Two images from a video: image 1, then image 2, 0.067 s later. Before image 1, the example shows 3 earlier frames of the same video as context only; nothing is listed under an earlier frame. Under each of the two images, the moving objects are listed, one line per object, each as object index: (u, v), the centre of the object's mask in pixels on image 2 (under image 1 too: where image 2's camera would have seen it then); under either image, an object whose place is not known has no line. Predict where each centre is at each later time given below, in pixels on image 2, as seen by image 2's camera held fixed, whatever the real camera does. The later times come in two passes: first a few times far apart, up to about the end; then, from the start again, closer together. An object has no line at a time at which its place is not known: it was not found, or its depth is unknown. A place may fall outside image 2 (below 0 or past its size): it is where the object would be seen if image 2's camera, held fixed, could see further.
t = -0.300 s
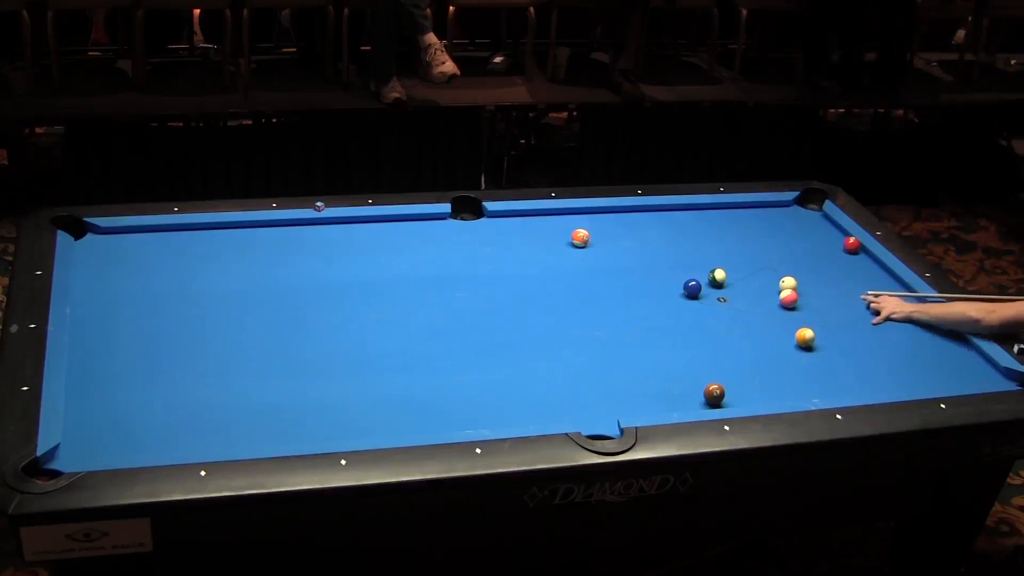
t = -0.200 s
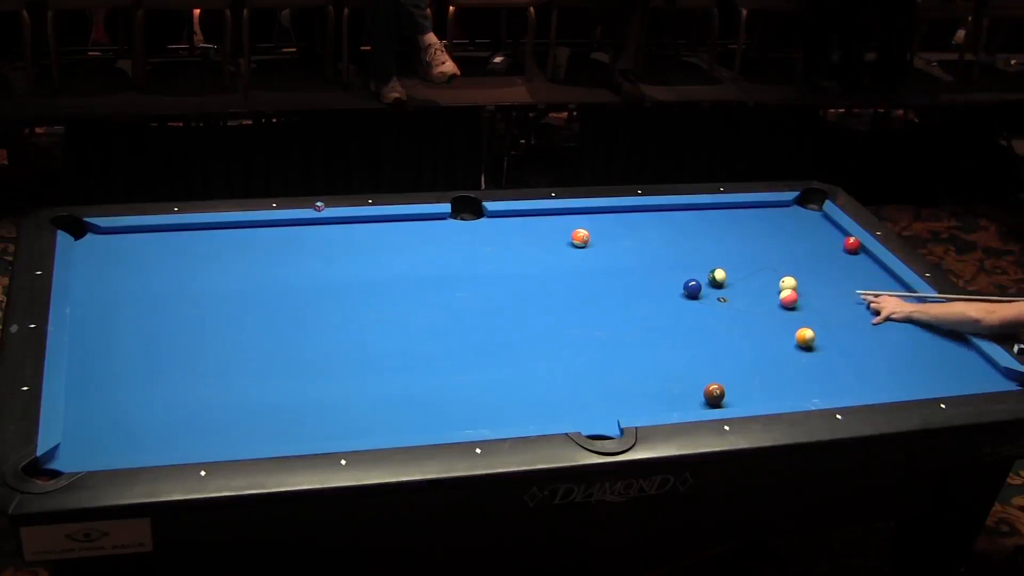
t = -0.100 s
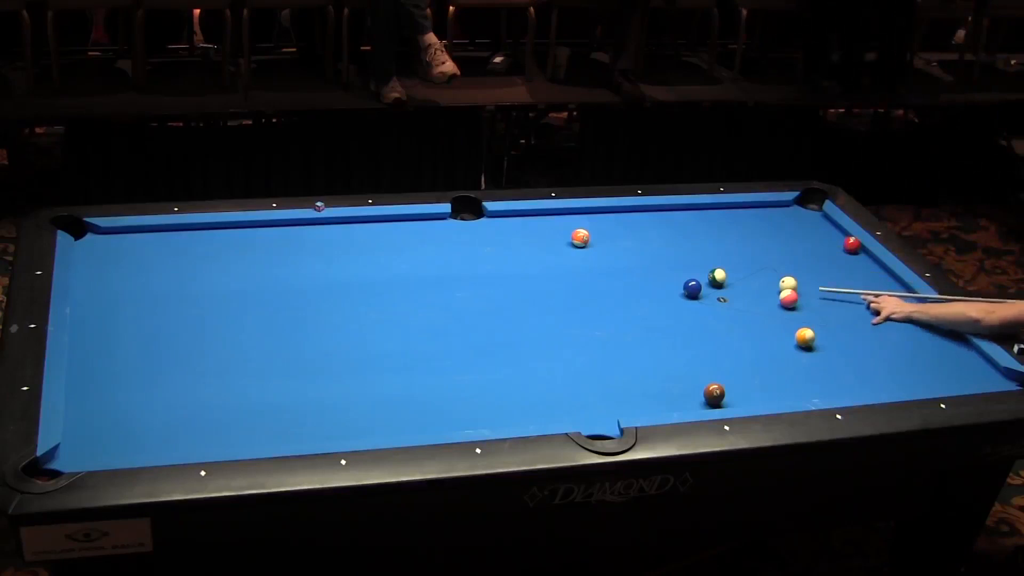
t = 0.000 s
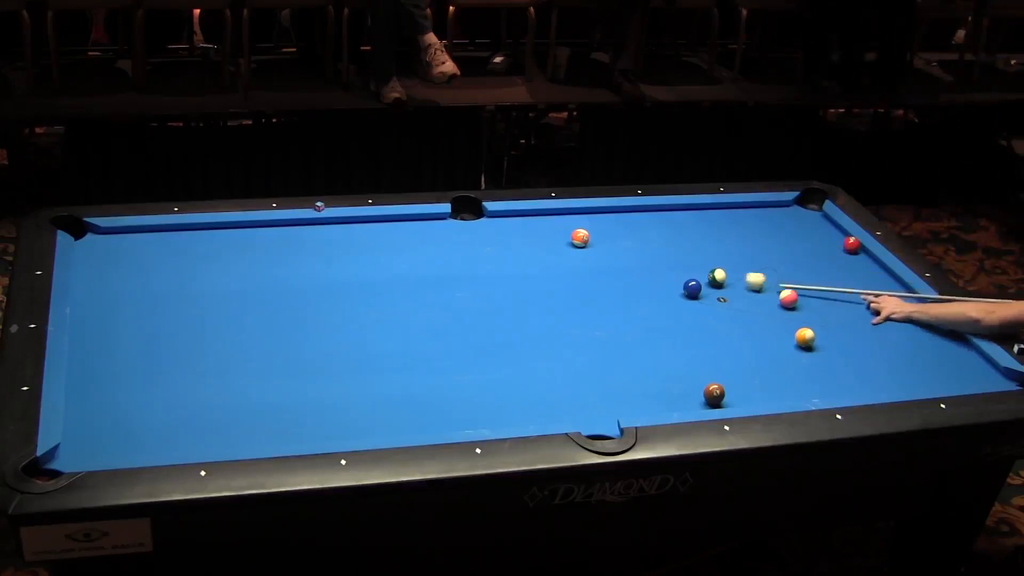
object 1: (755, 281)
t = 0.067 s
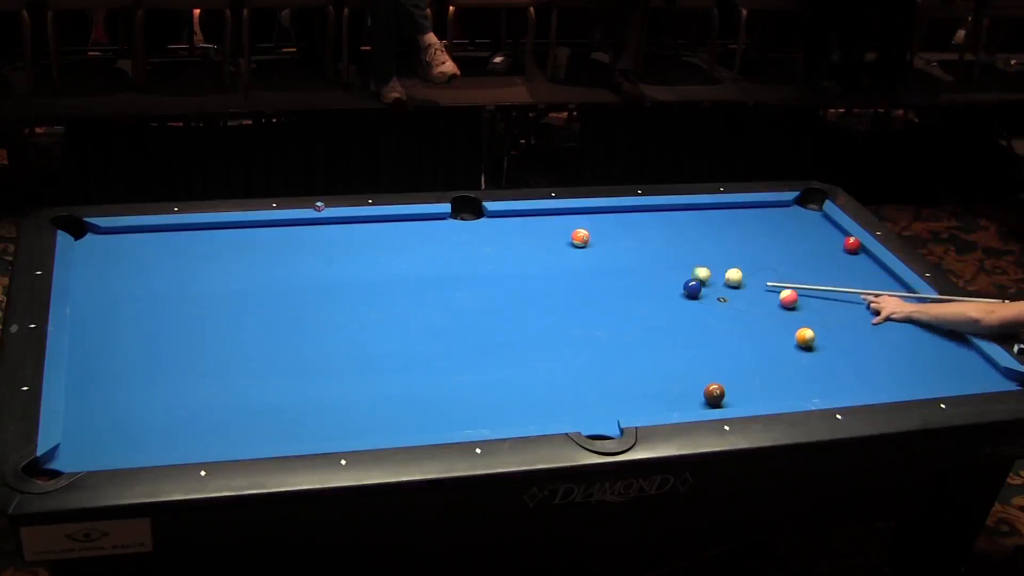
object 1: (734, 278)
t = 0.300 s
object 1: (729, 272)
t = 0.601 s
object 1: (724, 265)
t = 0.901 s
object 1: (720, 260)
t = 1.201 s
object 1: (717, 256)
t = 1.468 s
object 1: (714, 253)
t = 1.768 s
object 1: (711, 251)
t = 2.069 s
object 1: (709, 249)
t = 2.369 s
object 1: (709, 248)
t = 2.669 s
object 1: (709, 248)
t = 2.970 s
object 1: (709, 248)
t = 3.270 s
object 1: (709, 248)
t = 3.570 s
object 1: (709, 248)
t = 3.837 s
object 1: (709, 248)
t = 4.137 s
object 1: (709, 248)
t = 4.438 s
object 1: (709, 248)
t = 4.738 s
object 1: (709, 248)
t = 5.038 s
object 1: (709, 248)
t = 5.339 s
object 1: (709, 248)
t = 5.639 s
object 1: (709, 248)
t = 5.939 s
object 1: (709, 248)
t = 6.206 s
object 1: (709, 248)
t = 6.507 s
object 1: (709, 248)
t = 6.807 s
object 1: (709, 248)
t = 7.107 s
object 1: (709, 248)
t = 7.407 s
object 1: (709, 248)
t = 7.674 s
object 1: (709, 248)
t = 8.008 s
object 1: (709, 248)
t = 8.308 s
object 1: (709, 248)
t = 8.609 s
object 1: (709, 248)
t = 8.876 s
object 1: (709, 248)
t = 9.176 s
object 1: (709, 248)
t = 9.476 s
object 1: (709, 248)
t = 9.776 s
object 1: (709, 248)
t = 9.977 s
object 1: (709, 248)
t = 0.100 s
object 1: (733, 277)
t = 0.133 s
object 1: (732, 276)
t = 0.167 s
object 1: (732, 275)
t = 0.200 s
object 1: (731, 274)
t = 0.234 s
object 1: (731, 274)
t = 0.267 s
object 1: (730, 273)
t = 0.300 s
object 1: (729, 272)
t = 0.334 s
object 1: (729, 271)
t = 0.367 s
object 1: (728, 270)
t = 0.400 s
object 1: (727, 269)
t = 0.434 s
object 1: (727, 269)
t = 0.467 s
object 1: (727, 268)
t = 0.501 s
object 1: (726, 267)
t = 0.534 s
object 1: (725, 267)
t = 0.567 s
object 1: (725, 266)
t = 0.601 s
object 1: (724, 265)
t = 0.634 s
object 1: (724, 265)
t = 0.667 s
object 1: (723, 264)
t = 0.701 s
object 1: (723, 263)
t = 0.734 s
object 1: (722, 263)
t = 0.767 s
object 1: (722, 263)
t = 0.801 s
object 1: (721, 262)
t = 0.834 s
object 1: (721, 261)
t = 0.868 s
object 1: (721, 261)
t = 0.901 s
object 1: (720, 260)
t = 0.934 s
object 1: (720, 260)
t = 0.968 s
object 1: (719, 259)
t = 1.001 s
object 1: (719, 259)
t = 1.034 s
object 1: (719, 259)
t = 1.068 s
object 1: (718, 258)
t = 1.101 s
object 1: (718, 257)
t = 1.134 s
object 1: (717, 257)
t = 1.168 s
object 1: (717, 257)
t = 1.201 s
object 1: (717, 256)
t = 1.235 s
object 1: (716, 256)
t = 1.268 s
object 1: (716, 255)
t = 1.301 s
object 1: (716, 255)
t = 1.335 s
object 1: (715, 254)
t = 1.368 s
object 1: (715, 254)
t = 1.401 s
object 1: (715, 254)
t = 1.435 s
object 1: (714, 253)
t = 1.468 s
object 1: (714, 253)
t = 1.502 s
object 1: (714, 253)
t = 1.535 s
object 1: (713, 252)
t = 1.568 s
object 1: (713, 252)
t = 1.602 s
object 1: (713, 252)
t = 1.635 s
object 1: (712, 252)
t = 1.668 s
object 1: (712, 251)
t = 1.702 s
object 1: (712, 251)
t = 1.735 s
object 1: (712, 251)
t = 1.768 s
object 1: (711, 251)
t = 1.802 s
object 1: (711, 251)
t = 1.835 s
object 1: (711, 250)
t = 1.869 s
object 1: (711, 250)
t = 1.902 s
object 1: (711, 250)
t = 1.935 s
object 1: (710, 250)
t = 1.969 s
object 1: (710, 250)
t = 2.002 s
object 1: (710, 249)
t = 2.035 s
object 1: (710, 249)
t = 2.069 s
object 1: (709, 249)
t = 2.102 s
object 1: (709, 249)
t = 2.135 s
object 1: (709, 249)
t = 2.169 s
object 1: (709, 249)
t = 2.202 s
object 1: (709, 248)
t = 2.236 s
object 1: (709, 249)
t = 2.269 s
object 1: (709, 248)
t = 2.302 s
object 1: (709, 248)
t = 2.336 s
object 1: (709, 248)
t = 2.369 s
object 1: (709, 248)
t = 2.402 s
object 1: (709, 248)
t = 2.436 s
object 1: (709, 248)
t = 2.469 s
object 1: (709, 248)
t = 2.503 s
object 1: (709, 248)
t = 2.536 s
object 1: (709, 248)
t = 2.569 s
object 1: (709, 248)
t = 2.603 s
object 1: (709, 248)
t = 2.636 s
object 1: (709, 248)
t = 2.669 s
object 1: (709, 248)
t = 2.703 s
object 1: (709, 248)
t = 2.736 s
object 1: (709, 248)
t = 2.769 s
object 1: (709, 248)
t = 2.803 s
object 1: (709, 248)
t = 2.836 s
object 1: (709, 248)
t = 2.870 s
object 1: (709, 248)
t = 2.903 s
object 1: (709, 248)
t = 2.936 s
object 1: (709, 248)
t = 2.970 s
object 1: (709, 248)
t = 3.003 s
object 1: (709, 248)
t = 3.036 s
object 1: (709, 248)
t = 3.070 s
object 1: (709, 248)
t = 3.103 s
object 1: (709, 248)
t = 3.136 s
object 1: (709, 248)
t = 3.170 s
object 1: (709, 248)
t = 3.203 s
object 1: (709, 248)
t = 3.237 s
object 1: (709, 248)
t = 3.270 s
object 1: (709, 248)
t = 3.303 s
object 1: (709, 248)
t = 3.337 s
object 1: (709, 248)
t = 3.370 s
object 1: (709, 248)
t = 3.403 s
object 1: (709, 248)
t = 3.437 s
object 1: (709, 248)
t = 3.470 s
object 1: (709, 248)
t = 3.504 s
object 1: (709, 248)
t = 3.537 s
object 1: (709, 248)
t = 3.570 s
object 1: (709, 248)
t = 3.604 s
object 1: (709, 248)
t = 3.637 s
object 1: (709, 248)
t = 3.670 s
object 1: (709, 248)
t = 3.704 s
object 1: (709, 248)
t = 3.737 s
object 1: (709, 248)
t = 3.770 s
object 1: (709, 248)
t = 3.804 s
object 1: (709, 248)
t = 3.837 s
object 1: (709, 248)
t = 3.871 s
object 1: (709, 248)
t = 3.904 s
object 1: (709, 248)
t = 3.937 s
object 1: (709, 248)
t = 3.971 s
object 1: (709, 248)
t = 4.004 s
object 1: (709, 248)
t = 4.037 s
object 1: (709, 248)
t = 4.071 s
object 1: (709, 248)
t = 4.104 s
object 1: (709, 248)
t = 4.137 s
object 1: (709, 248)
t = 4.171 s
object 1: (709, 248)
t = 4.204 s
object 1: (709, 248)
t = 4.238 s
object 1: (709, 248)
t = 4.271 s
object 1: (709, 248)
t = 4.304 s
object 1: (709, 248)
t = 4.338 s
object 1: (709, 248)
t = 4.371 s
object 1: (709, 248)
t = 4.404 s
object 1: (709, 248)
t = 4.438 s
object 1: (709, 248)
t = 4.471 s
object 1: (709, 248)
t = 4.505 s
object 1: (709, 248)
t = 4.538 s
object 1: (709, 248)
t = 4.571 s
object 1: (709, 248)
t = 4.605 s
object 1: (709, 248)
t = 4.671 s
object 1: (709, 248)
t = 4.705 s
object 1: (709, 248)
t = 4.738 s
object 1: (709, 248)
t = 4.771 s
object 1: (709, 248)
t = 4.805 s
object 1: (709, 248)
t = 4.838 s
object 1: (709, 248)
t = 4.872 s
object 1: (709, 248)
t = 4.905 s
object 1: (709, 248)
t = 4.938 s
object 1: (709, 248)
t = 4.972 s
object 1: (709, 248)
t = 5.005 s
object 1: (709, 248)
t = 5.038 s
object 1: (709, 248)
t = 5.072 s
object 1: (709, 248)
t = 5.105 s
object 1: (709, 248)
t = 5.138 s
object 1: (709, 248)
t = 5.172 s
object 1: (709, 248)
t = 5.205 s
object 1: (709, 248)
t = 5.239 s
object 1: (709, 248)
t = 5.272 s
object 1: (709, 248)
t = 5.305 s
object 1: (709, 248)
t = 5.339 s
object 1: (709, 248)
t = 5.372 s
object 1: (709, 248)
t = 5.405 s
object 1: (709, 248)
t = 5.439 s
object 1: (709, 248)
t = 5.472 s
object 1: (709, 248)
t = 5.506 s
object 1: (709, 248)
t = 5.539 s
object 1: (709, 248)
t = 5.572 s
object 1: (709, 248)
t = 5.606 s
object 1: (709, 248)
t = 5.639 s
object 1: (709, 248)
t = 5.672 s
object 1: (709, 248)
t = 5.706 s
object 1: (709, 248)
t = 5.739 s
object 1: (709, 248)
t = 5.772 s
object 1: (709, 248)
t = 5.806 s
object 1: (709, 248)
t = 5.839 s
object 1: (709, 248)
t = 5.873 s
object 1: (709, 248)
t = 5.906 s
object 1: (709, 248)
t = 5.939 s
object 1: (709, 248)
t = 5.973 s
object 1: (709, 248)
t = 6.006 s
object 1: (709, 248)
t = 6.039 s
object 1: (709, 248)
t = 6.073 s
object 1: (709, 248)
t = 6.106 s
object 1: (709, 248)
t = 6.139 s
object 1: (709, 248)
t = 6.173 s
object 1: (709, 248)
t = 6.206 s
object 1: (709, 248)
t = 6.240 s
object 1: (709, 248)
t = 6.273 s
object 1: (709, 248)
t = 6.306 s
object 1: (709, 248)
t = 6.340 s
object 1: (709, 248)
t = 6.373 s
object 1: (709, 248)
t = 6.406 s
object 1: (709, 248)
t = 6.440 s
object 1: (709, 248)
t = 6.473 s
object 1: (709, 248)
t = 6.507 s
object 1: (709, 248)
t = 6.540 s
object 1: (709, 248)
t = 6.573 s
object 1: (709, 248)
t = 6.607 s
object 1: (709, 248)
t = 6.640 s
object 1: (709, 248)
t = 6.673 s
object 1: (709, 248)
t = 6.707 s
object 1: (709, 248)
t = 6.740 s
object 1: (709, 248)
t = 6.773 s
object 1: (709, 248)
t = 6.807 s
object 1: (709, 248)
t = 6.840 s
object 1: (709, 248)
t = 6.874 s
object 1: (709, 248)
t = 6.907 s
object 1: (709, 248)
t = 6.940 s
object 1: (709, 248)
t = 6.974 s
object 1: (709, 248)
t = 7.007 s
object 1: (709, 248)
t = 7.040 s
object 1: (709, 248)
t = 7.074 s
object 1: (709, 248)
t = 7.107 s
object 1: (709, 248)
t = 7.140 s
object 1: (709, 248)
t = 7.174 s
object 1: (709, 248)
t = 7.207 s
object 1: (709, 248)
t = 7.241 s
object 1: (709, 248)
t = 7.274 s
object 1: (709, 248)
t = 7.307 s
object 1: (709, 248)
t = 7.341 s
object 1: (709, 248)
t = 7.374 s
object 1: (709, 248)
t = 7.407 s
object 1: (709, 248)
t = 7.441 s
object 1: (709, 248)
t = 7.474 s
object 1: (709, 248)
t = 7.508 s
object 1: (709, 248)
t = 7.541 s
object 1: (709, 248)
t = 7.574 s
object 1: (709, 248)
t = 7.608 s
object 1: (709, 248)
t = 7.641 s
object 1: (709, 248)
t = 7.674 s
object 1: (709, 248)
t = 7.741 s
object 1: (709, 248)
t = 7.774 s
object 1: (709, 248)
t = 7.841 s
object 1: (709, 248)
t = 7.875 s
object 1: (709, 248)
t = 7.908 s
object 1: (709, 248)
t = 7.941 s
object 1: (709, 248)
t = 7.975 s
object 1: (709, 248)
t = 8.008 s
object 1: (709, 248)
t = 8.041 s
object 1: (709, 248)
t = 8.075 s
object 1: (709, 248)
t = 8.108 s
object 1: (709, 248)
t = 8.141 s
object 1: (709, 248)
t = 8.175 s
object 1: (709, 248)
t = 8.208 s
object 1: (709, 248)
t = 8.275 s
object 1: (709, 248)
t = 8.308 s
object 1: (709, 248)
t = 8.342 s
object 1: (709, 248)
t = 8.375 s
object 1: (709, 248)
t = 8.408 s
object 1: (709, 248)
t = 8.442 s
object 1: (709, 248)
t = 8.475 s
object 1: (709, 248)
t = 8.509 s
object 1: (709, 248)
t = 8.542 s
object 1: (709, 248)
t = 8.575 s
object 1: (709, 248)
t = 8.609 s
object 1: (709, 248)
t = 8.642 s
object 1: (709, 248)
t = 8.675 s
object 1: (709, 248)
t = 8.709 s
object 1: (709, 248)
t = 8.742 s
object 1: (709, 248)
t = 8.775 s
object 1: (709, 248)
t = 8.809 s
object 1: (709, 248)
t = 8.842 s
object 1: (709, 248)
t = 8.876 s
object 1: (709, 248)
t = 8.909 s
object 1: (709, 248)
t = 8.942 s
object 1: (709, 248)
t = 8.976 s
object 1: (709, 248)
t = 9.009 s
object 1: (709, 248)
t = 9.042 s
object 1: (709, 248)
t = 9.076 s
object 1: (709, 248)
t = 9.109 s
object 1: (709, 248)
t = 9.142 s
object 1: (709, 248)
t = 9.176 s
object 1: (709, 248)
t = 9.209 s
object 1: (709, 248)
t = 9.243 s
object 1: (709, 248)
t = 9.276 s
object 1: (709, 248)
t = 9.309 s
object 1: (709, 248)
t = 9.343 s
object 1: (709, 248)
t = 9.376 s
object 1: (709, 248)
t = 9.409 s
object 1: (709, 248)
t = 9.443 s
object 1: (709, 248)
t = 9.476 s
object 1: (709, 248)
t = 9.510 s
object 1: (709, 248)
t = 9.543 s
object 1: (709, 248)
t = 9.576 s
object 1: (709, 248)
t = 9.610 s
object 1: (709, 248)
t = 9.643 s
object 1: (709, 248)
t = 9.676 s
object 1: (709, 248)
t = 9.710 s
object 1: (709, 248)
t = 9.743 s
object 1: (709, 248)
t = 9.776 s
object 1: (709, 248)
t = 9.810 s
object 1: (709, 248)
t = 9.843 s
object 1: (709, 248)
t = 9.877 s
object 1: (709, 248)
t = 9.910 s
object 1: (709, 248)
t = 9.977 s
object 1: (709, 248)
